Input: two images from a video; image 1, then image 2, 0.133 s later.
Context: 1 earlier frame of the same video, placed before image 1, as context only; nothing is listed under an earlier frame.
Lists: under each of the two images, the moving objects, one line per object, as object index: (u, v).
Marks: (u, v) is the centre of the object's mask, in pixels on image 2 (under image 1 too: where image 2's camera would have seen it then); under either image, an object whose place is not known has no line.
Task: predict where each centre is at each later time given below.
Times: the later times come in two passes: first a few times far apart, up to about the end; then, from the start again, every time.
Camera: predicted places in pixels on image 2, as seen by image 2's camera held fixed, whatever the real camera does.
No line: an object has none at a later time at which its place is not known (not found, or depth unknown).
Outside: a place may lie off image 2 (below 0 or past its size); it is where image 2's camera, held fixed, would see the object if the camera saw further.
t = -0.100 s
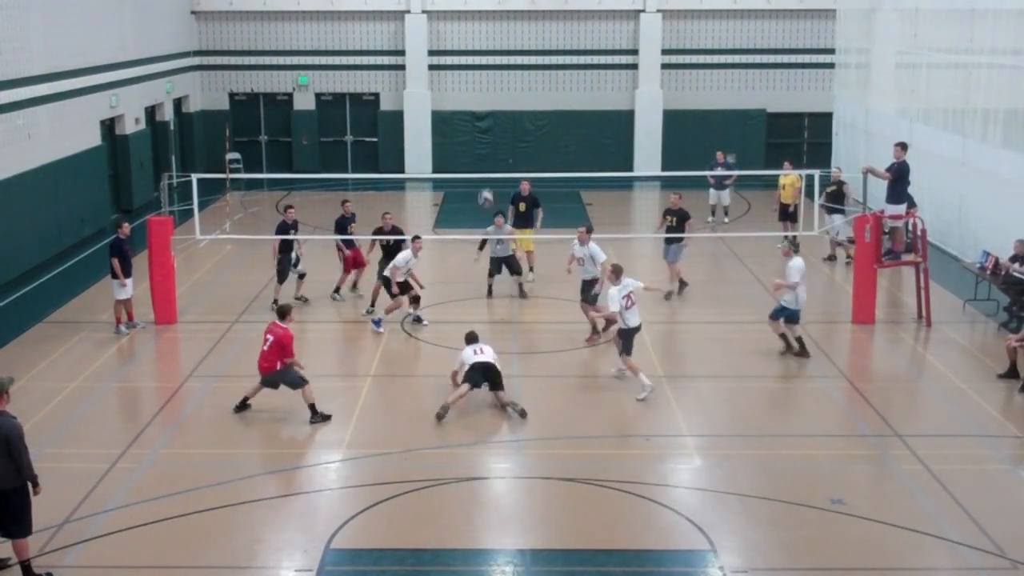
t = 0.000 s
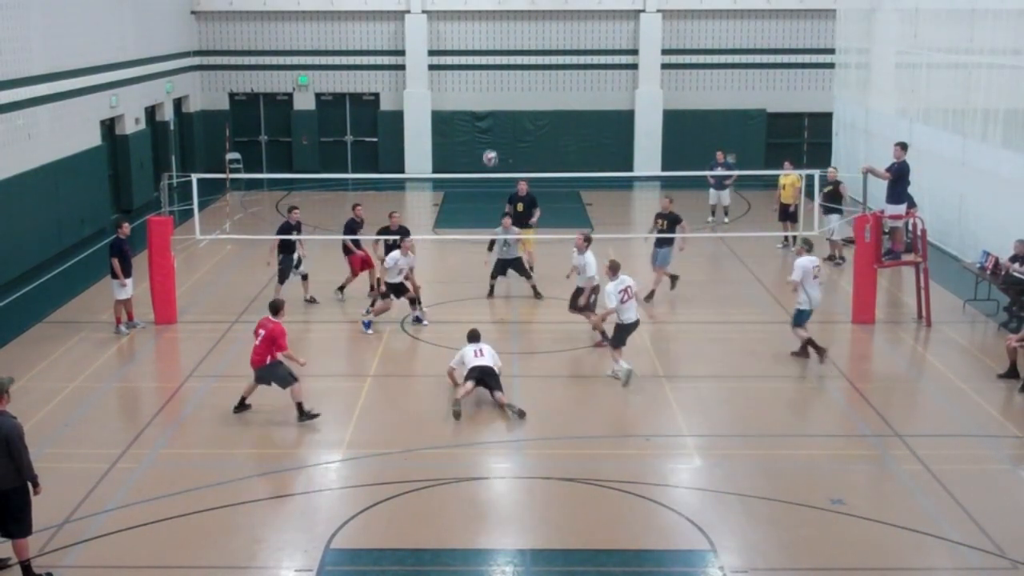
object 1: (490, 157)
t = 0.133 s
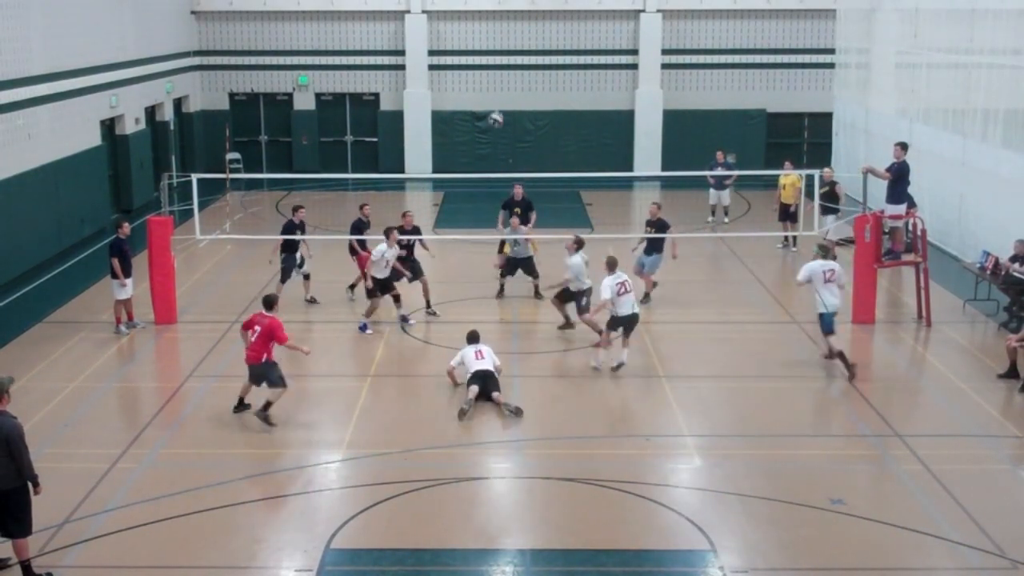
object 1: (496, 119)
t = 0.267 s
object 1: (502, 92)
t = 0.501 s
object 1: (510, 77)
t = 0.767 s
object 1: (518, 101)
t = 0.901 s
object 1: (524, 125)
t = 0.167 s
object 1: (498, 110)
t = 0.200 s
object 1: (498, 103)
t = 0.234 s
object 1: (500, 97)
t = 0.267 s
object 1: (502, 92)
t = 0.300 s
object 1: (502, 88)
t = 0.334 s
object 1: (504, 85)
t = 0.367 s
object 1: (505, 82)
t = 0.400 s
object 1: (506, 80)
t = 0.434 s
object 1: (507, 79)
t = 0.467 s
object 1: (509, 77)
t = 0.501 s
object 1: (510, 77)
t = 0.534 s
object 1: (511, 78)
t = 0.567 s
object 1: (512, 79)
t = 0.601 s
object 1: (514, 81)
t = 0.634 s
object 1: (515, 83)
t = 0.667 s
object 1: (516, 86)
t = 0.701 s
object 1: (517, 91)
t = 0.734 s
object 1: (518, 95)
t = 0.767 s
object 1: (518, 101)
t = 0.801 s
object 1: (520, 105)
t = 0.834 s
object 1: (522, 111)
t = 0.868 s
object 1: (523, 118)
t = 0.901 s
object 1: (524, 125)
